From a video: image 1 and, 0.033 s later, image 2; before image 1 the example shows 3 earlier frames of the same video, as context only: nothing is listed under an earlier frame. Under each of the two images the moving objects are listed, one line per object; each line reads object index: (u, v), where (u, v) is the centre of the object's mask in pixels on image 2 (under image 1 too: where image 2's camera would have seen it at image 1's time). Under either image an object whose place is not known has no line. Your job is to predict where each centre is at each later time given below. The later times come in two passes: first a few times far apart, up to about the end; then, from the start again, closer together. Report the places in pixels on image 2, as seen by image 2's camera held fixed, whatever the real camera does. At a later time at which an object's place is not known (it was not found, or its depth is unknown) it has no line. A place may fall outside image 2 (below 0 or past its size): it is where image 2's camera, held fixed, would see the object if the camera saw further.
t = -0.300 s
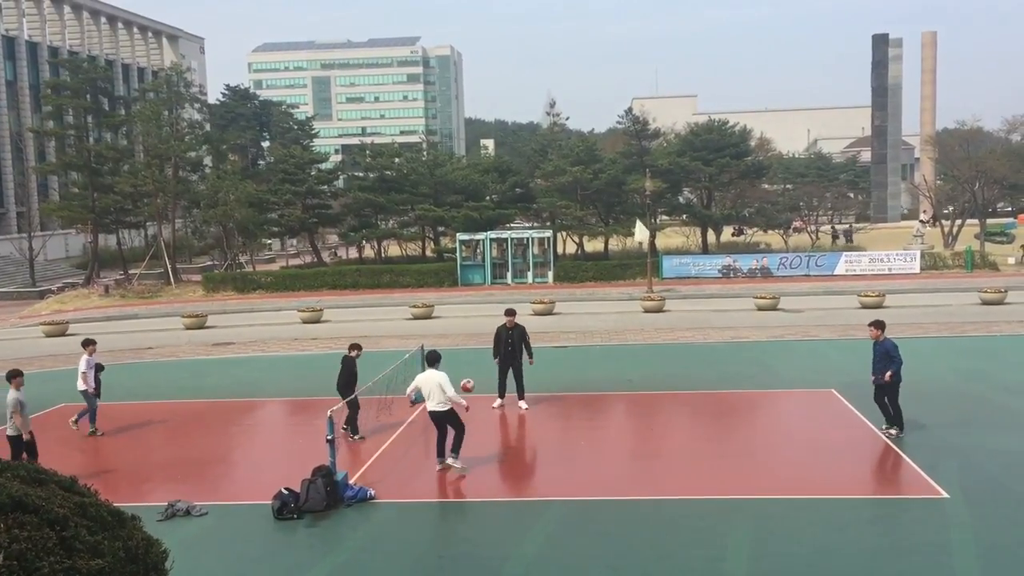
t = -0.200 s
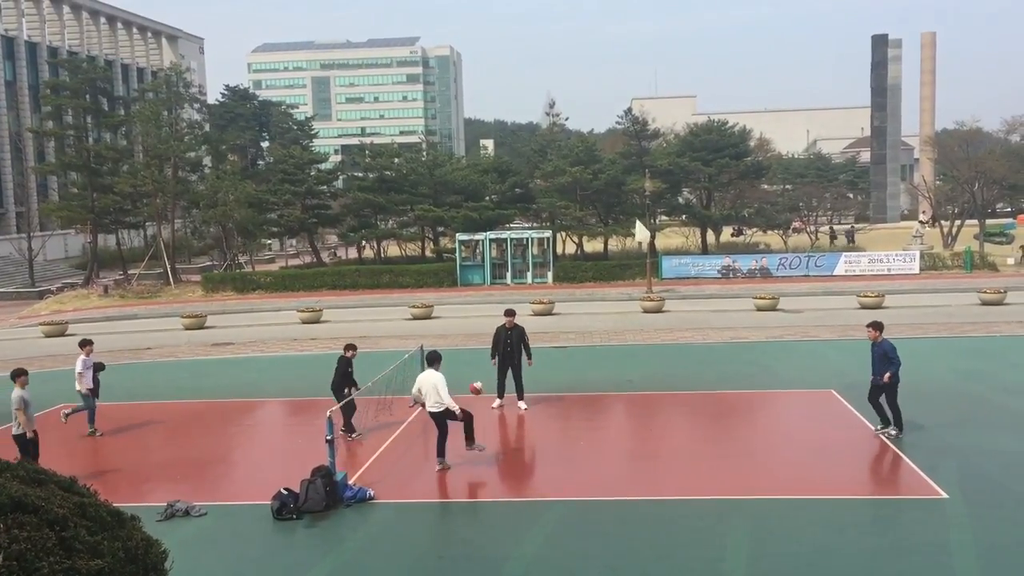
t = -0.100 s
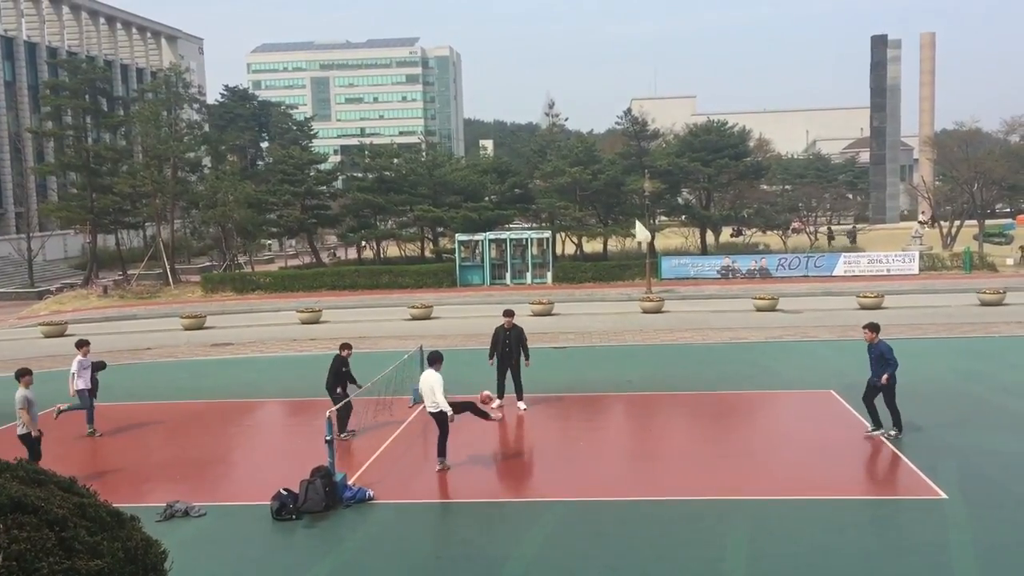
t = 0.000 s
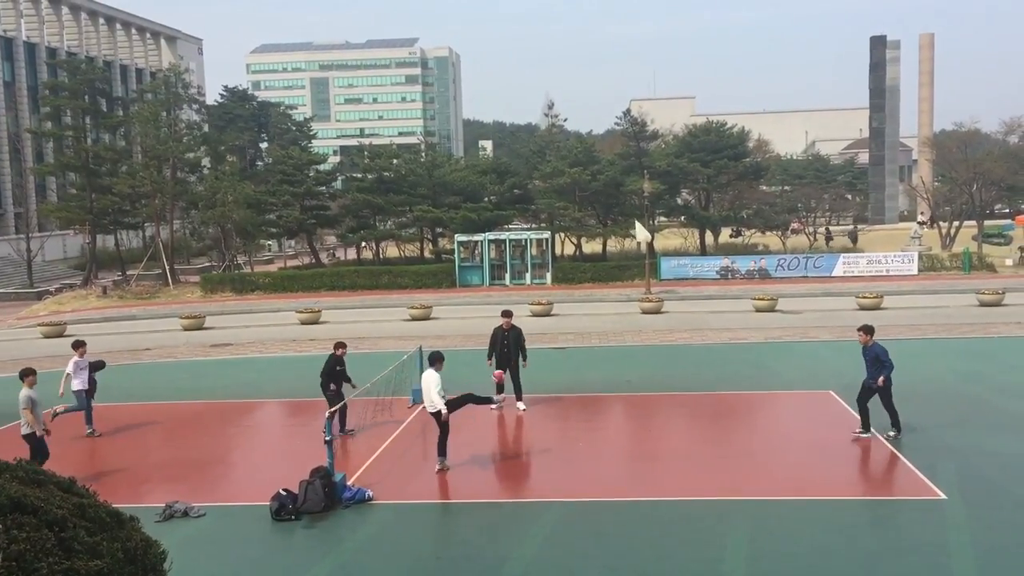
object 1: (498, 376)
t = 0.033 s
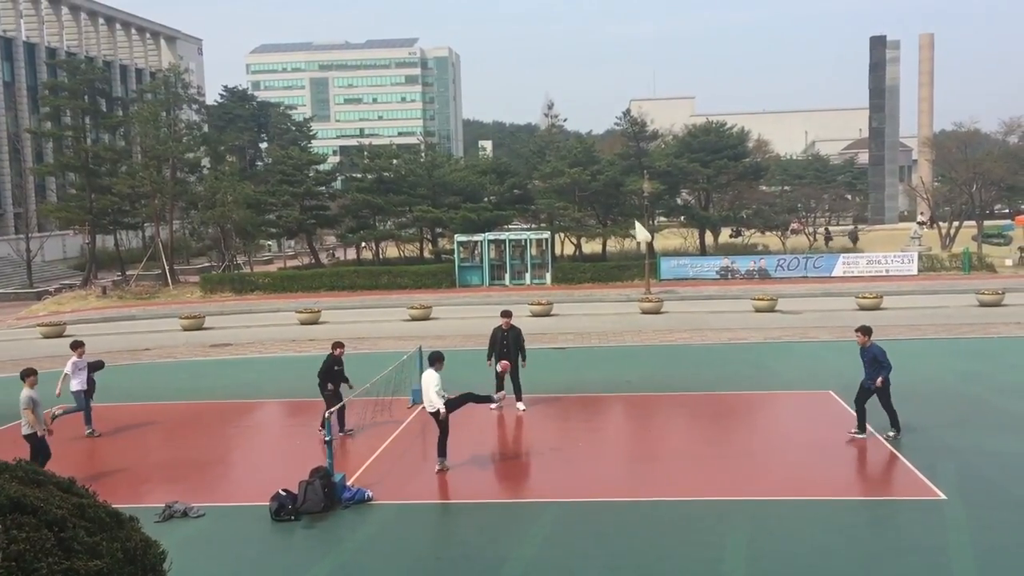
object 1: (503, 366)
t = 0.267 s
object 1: (540, 319)
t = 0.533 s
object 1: (581, 311)
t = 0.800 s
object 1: (623, 351)
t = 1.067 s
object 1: (663, 440)
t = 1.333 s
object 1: (693, 398)
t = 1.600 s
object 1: (721, 370)
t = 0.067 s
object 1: (508, 358)
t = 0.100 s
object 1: (513, 350)
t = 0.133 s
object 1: (518, 342)
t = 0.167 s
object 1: (524, 335)
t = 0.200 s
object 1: (529, 329)
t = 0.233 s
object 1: (534, 324)
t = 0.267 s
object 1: (540, 319)
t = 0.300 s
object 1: (545, 315)
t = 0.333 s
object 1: (550, 312)
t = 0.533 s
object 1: (581, 311)
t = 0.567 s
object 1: (586, 313)
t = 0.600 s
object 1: (592, 316)
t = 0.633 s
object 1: (597, 319)
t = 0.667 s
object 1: (602, 324)
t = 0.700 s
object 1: (607, 330)
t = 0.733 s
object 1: (613, 336)
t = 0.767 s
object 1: (618, 343)
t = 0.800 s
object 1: (623, 351)
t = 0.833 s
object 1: (628, 359)
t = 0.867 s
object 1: (633, 368)
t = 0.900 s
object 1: (638, 378)
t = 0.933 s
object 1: (643, 389)
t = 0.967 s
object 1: (648, 400)
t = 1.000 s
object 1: (653, 413)
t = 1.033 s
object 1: (658, 426)
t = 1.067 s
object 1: (663, 440)
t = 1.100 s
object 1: (668, 454)
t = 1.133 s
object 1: (672, 451)
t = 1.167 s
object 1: (676, 441)
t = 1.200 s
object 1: (679, 431)
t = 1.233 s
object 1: (683, 422)
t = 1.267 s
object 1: (686, 413)
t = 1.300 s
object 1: (689, 405)
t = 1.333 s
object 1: (693, 398)
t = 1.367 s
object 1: (696, 392)
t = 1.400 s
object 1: (700, 386)
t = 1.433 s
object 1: (704, 381)
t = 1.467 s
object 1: (707, 378)
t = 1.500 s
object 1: (710, 375)
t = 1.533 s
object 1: (714, 372)
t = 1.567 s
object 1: (718, 371)
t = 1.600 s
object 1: (721, 370)
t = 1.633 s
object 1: (725, 370)
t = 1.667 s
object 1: (729, 370)
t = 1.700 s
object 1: (732, 372)
